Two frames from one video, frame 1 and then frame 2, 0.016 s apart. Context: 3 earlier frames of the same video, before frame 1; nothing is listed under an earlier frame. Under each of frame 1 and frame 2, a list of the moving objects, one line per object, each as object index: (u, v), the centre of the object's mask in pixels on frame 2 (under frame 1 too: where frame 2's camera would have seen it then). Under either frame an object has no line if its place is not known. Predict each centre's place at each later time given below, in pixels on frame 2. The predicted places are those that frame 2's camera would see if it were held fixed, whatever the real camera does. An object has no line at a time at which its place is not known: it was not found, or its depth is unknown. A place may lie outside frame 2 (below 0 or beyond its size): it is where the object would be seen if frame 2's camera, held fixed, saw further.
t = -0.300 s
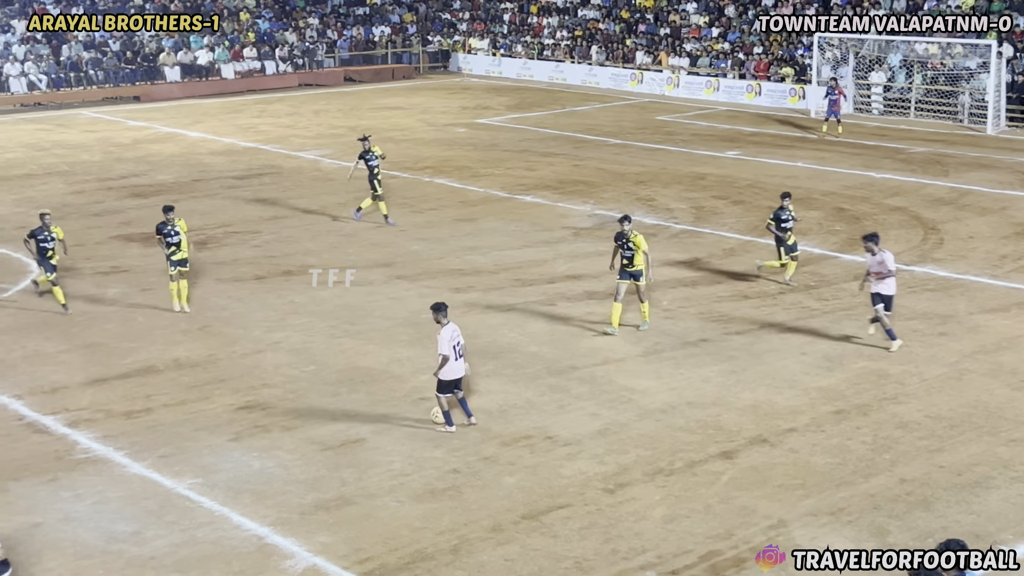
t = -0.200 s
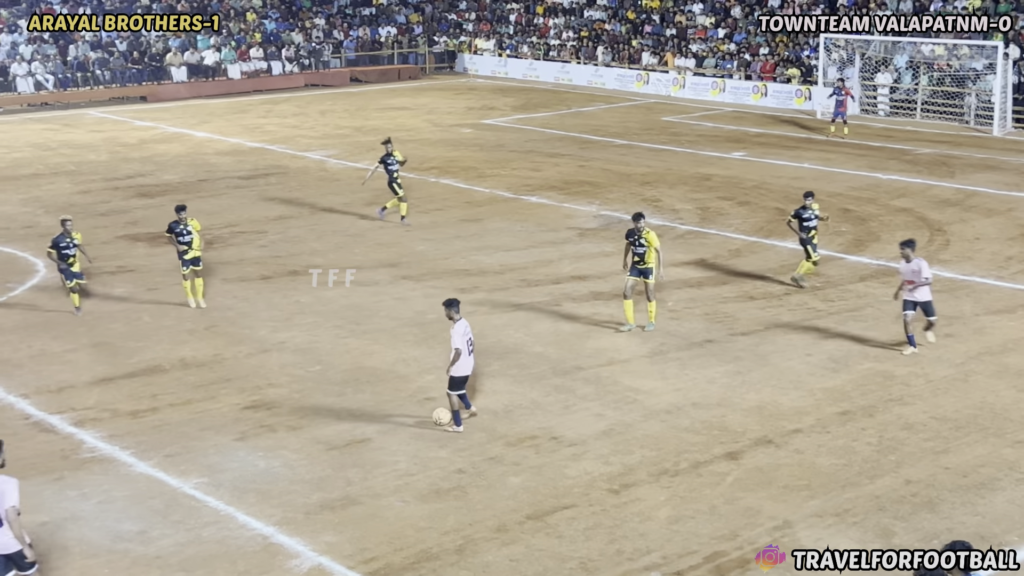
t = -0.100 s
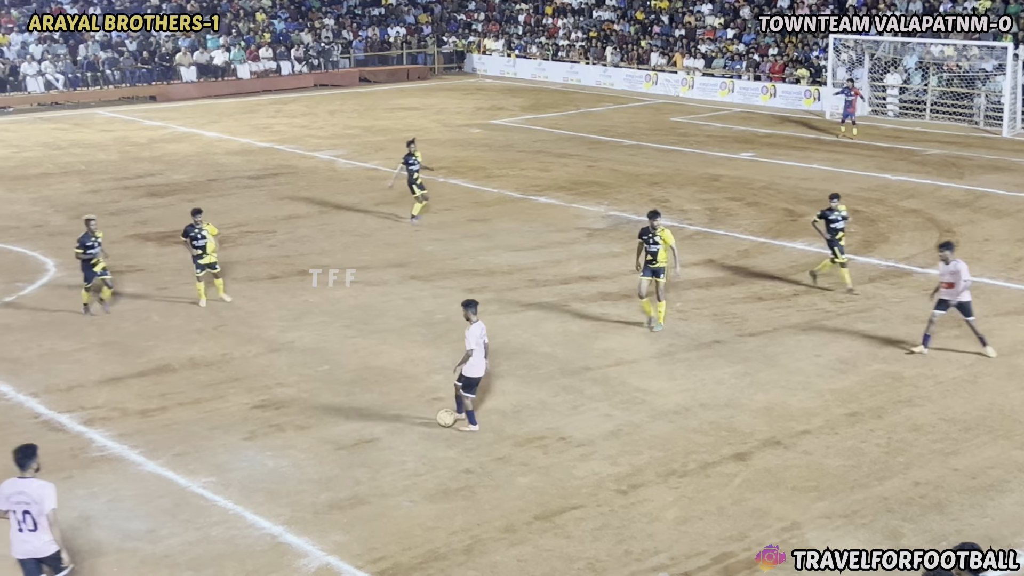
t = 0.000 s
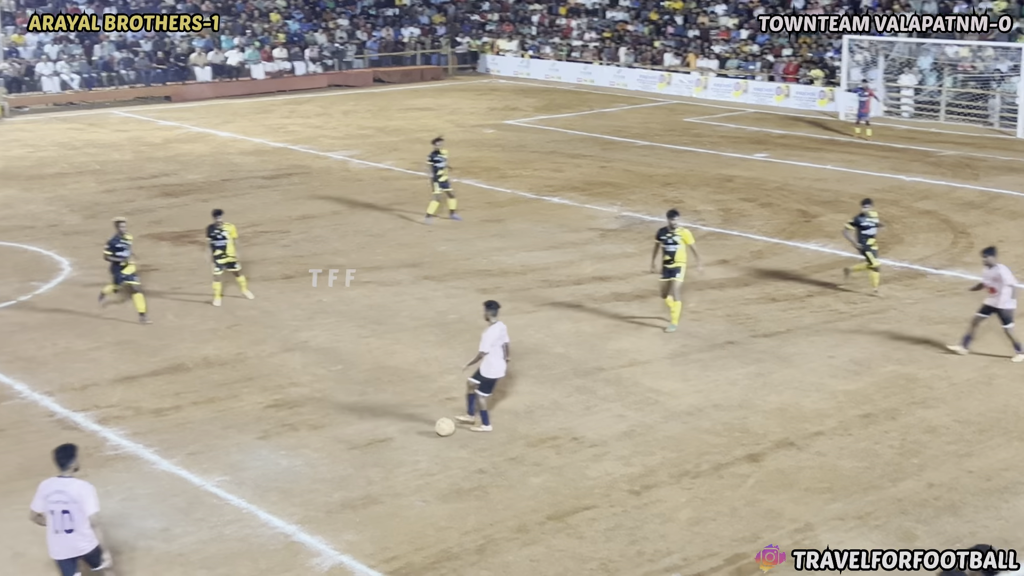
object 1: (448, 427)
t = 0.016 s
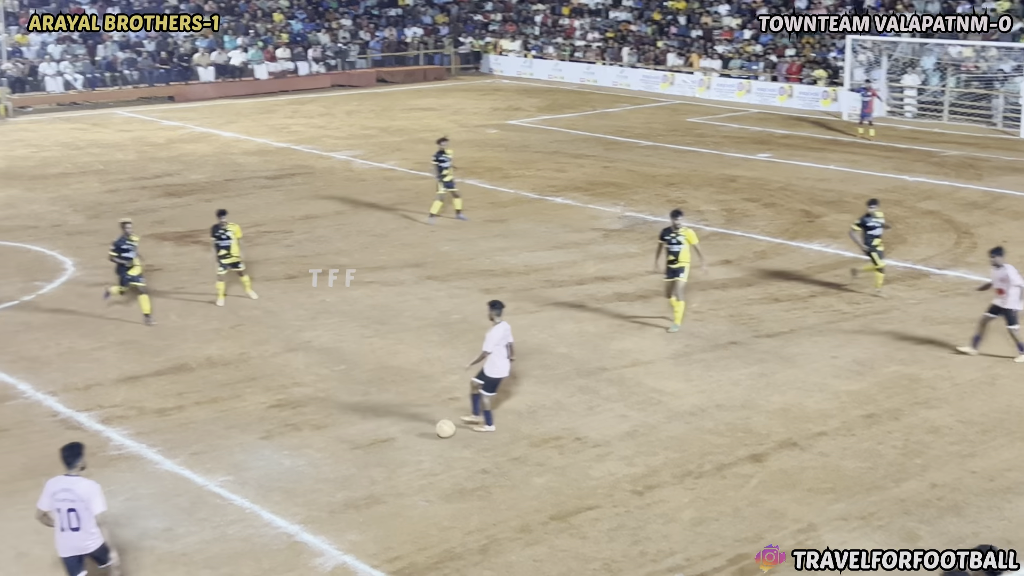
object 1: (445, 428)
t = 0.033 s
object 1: (443, 430)
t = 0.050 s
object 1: (440, 431)
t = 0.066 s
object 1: (437, 433)
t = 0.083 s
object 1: (435, 435)
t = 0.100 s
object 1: (432, 436)
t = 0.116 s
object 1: (430, 438)
